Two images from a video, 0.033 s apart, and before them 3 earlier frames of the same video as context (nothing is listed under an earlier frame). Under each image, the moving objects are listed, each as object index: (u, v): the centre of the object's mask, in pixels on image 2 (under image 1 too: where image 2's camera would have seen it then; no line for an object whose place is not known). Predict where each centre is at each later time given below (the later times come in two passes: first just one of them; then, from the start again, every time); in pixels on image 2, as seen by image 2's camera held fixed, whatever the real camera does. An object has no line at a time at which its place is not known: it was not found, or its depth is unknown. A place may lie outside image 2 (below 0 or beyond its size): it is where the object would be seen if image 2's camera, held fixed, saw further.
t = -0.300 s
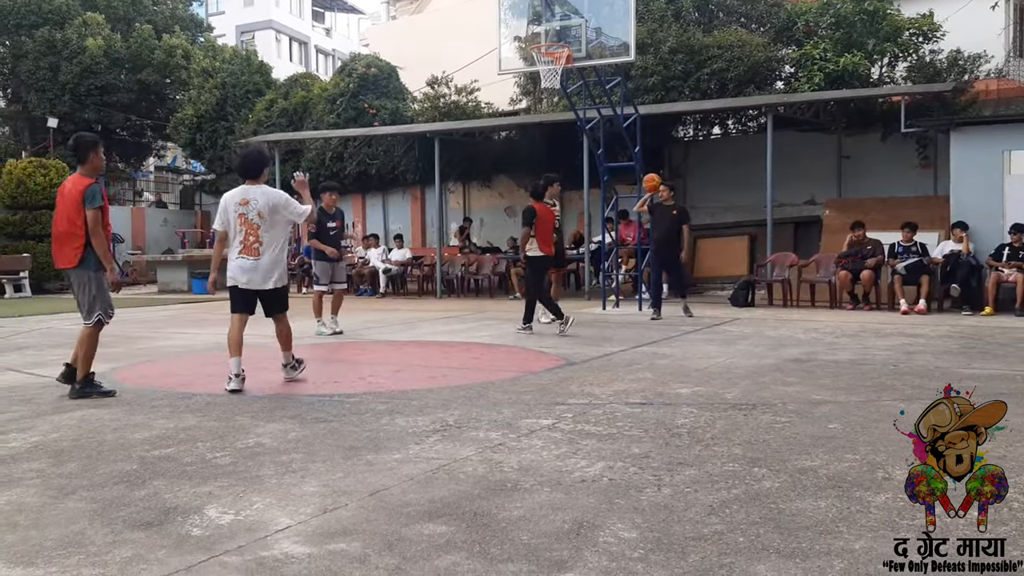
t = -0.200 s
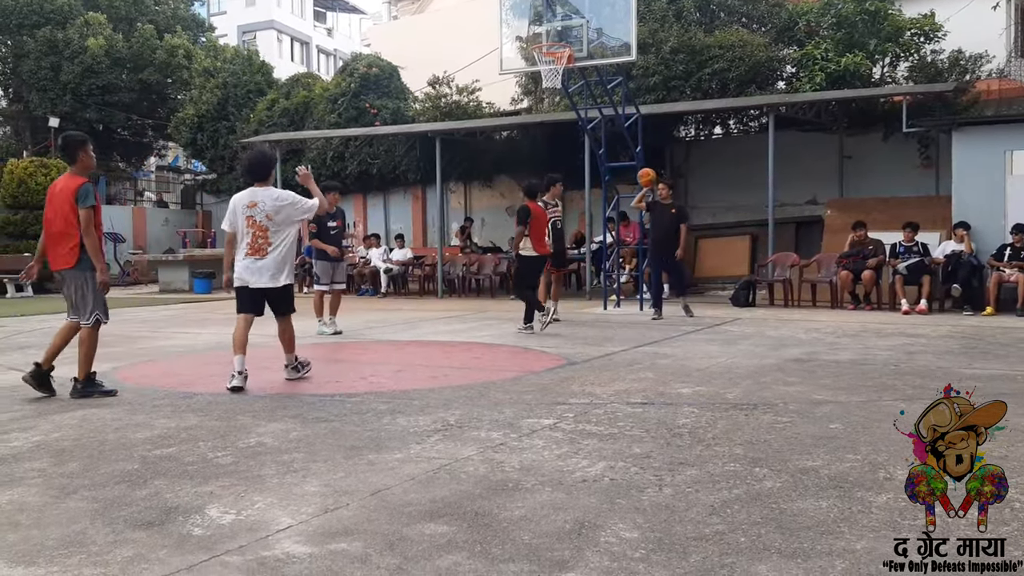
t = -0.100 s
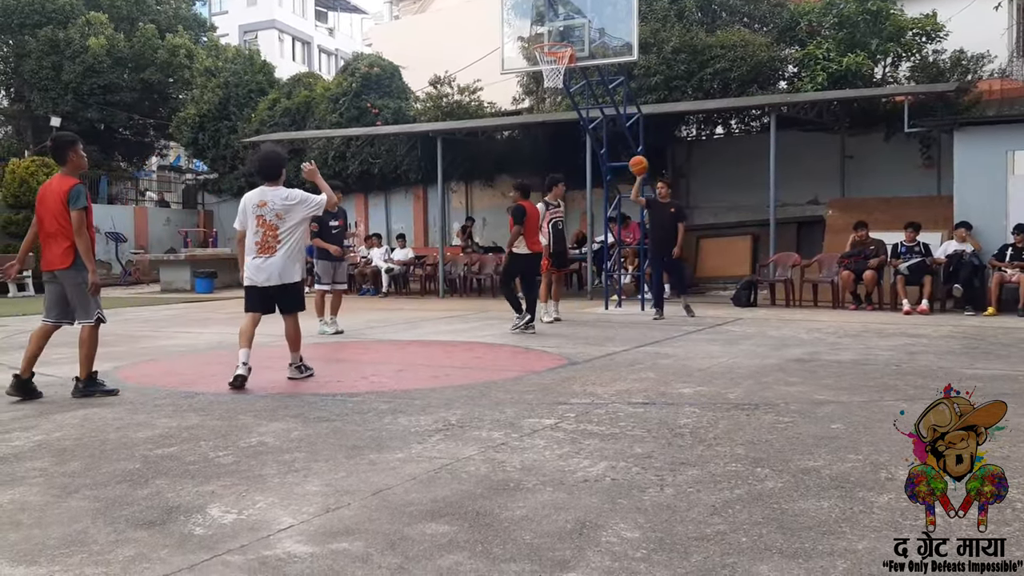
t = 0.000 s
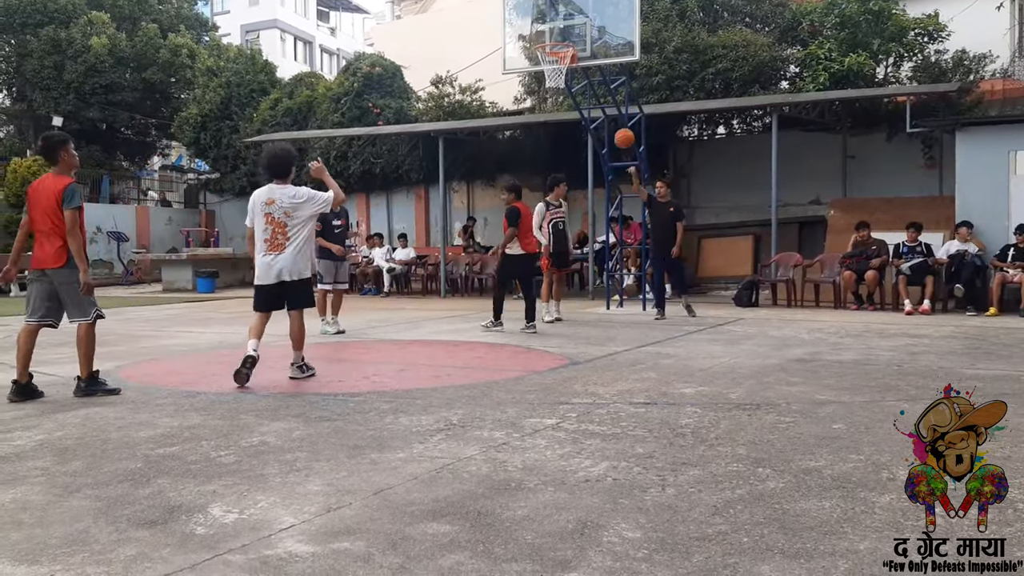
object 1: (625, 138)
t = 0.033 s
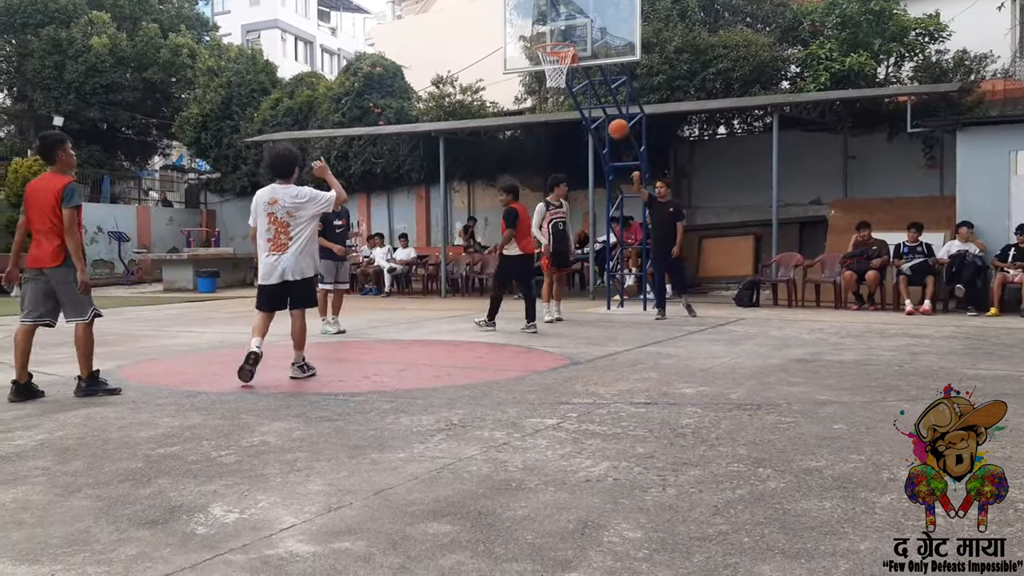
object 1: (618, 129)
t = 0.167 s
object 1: (591, 98)
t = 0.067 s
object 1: (612, 119)
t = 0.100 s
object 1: (605, 112)
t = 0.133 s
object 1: (598, 104)
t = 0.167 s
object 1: (591, 98)
